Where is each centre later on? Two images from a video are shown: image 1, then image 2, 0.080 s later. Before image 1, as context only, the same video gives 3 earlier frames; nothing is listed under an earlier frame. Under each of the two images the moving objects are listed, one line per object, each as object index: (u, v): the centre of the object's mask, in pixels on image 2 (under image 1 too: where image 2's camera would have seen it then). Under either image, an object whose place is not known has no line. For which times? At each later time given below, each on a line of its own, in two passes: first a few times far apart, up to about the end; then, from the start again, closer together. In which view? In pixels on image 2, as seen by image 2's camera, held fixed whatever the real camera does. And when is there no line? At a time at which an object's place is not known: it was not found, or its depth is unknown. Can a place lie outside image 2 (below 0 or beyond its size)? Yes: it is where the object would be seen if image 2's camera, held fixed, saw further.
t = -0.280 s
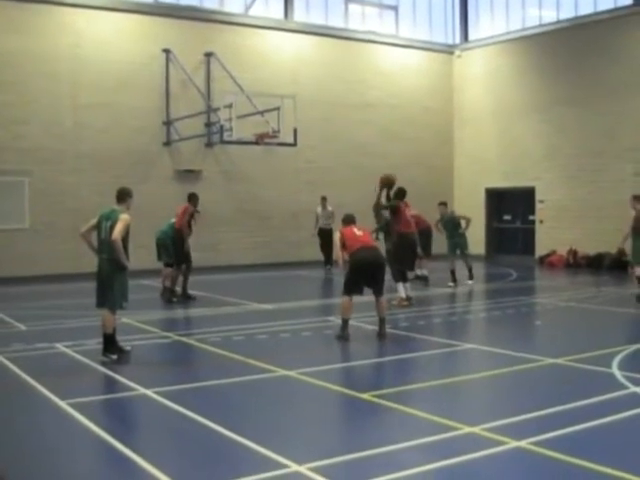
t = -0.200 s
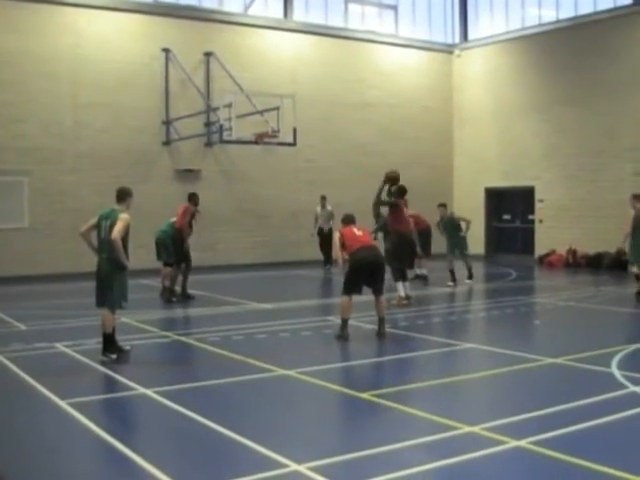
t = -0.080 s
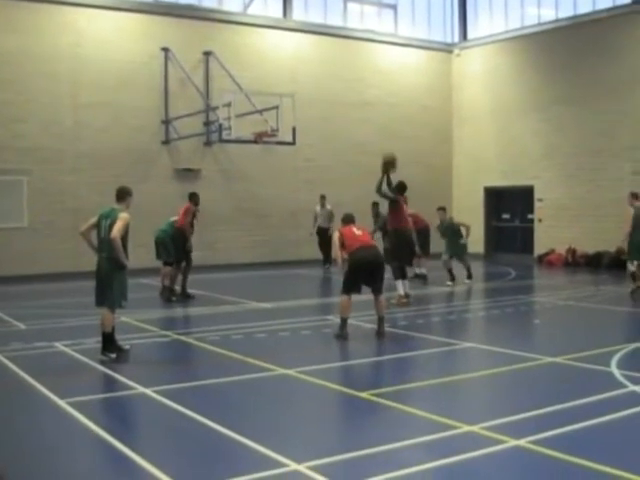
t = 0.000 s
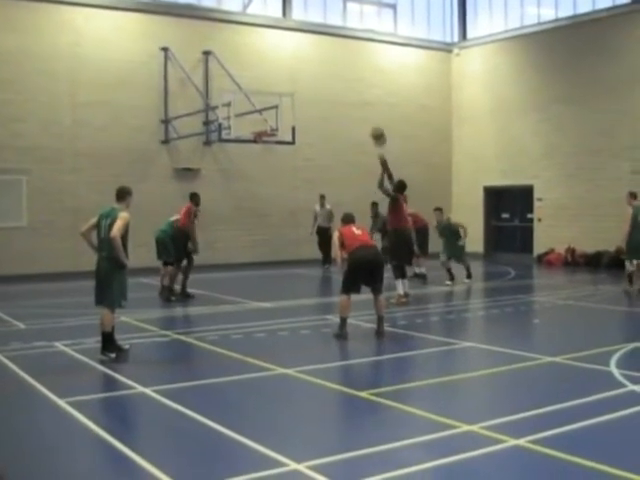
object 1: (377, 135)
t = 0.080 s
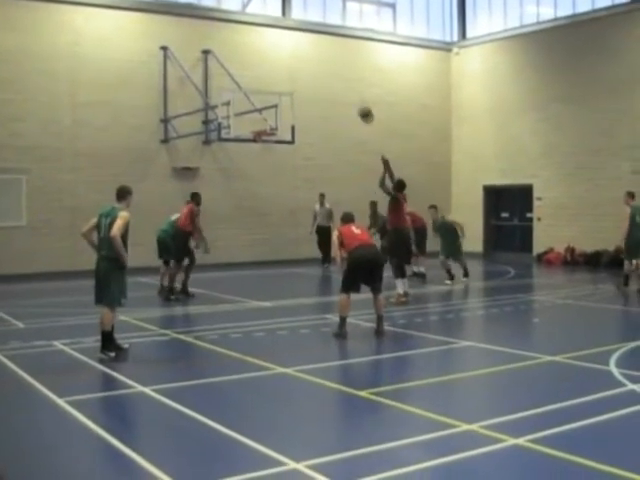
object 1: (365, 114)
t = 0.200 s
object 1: (348, 90)
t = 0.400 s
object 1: (323, 71)
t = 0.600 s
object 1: (299, 74)
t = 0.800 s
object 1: (279, 96)
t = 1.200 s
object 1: (272, 125)
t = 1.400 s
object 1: (291, 132)
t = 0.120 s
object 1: (359, 104)
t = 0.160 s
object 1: (353, 96)
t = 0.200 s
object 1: (348, 90)
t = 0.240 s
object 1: (343, 84)
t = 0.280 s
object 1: (338, 79)
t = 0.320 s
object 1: (332, 76)
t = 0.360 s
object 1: (328, 73)
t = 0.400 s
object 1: (323, 71)
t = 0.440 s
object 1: (318, 70)
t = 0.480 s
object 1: (313, 69)
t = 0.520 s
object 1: (309, 70)
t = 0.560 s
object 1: (304, 72)
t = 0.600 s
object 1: (299, 74)
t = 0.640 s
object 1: (295, 77)
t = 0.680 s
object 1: (291, 80)
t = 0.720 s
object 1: (287, 85)
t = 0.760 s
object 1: (283, 90)
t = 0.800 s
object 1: (279, 96)
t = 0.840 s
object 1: (275, 101)
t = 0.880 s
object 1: (271, 109)
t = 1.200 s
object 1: (272, 125)
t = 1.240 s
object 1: (276, 126)
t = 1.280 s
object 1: (280, 126)
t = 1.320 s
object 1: (283, 128)
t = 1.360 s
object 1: (288, 130)
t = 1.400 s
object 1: (291, 132)
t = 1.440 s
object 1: (295, 135)
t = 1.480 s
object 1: (299, 141)
